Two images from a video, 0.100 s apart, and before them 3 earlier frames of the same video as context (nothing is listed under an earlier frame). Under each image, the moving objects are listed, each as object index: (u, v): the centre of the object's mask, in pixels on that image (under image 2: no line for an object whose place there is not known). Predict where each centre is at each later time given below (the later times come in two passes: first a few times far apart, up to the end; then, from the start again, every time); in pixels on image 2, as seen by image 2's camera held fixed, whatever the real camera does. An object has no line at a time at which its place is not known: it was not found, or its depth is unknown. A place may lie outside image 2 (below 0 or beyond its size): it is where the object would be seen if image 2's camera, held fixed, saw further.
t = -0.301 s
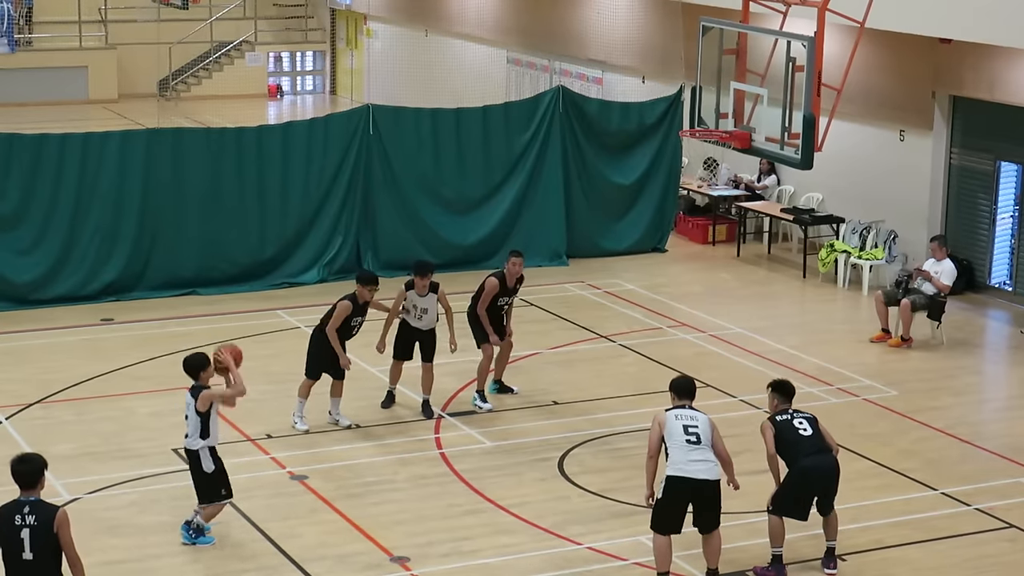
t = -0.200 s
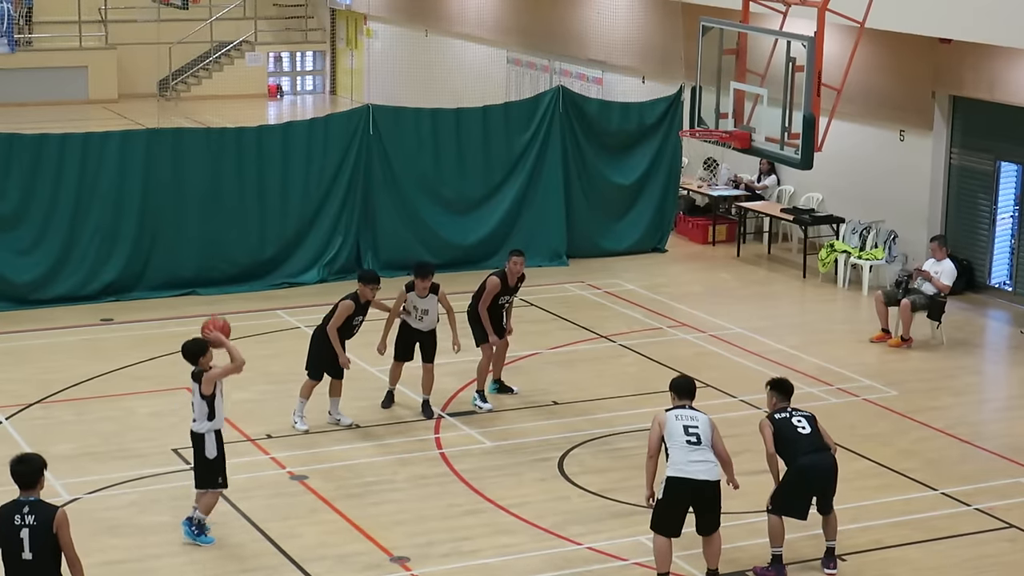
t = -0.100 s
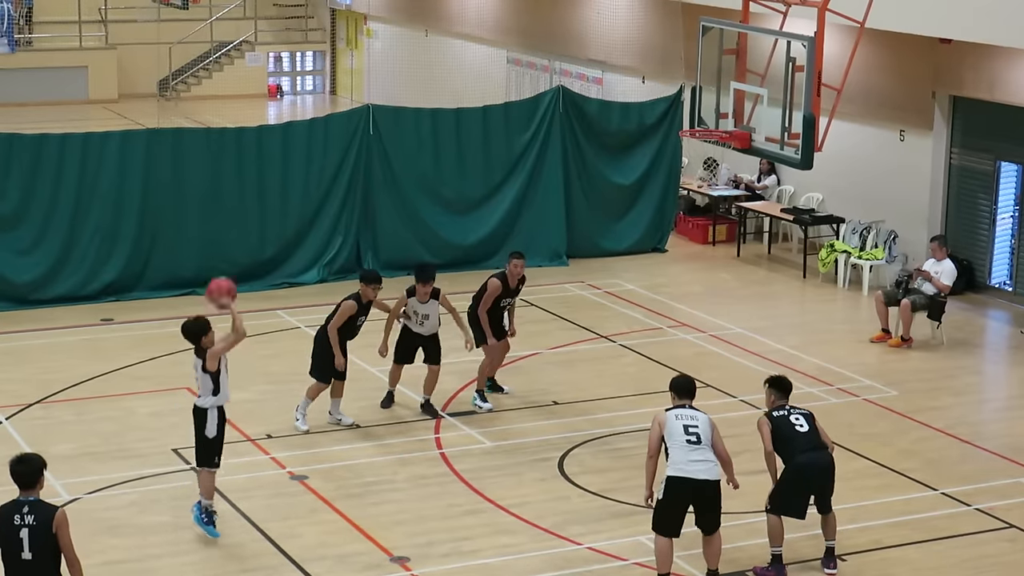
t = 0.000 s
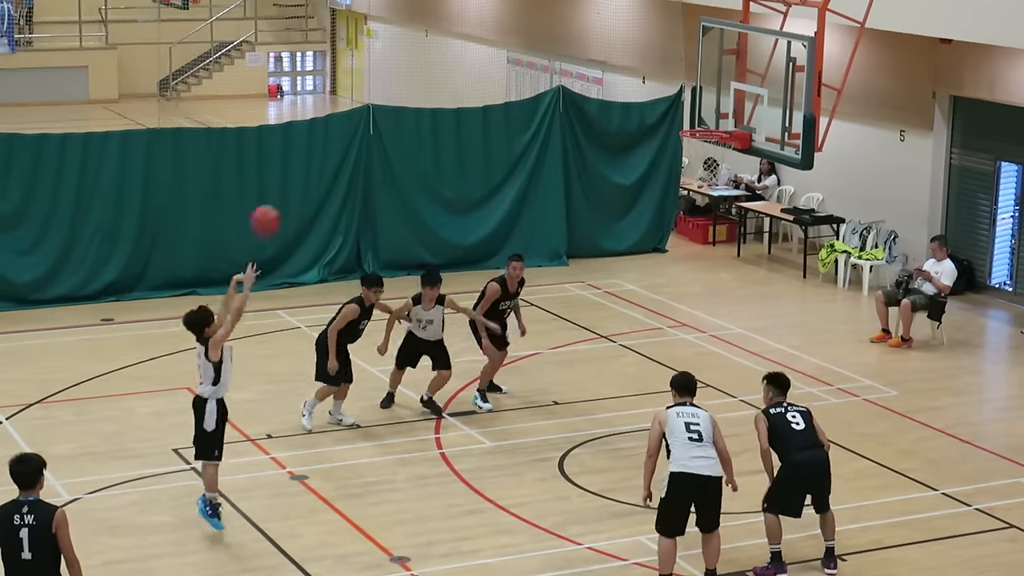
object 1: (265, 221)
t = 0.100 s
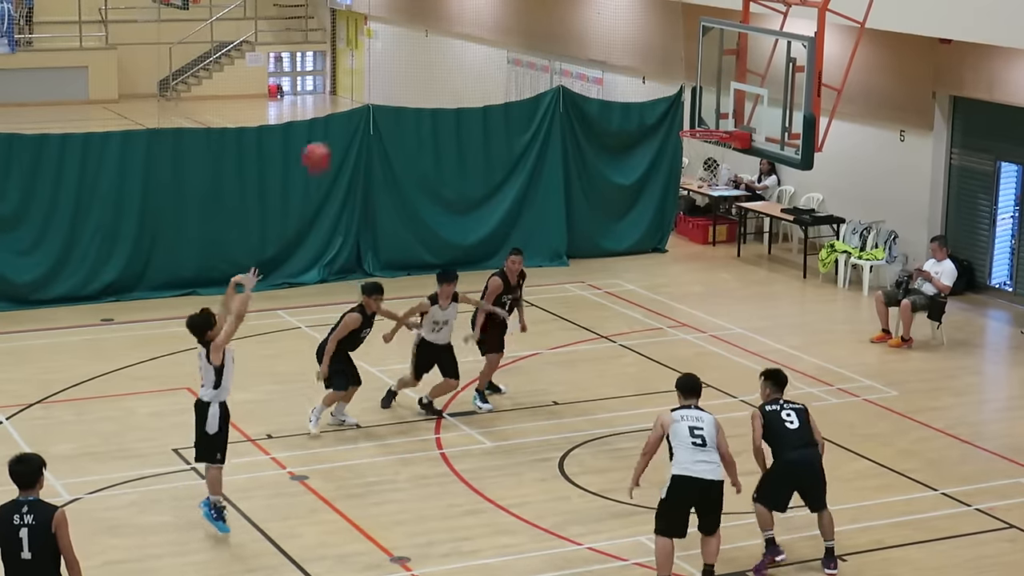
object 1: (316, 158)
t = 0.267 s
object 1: (401, 80)
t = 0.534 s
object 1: (528, 30)
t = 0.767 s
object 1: (633, 54)
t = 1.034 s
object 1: (720, 116)
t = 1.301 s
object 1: (687, 103)
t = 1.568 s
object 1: (622, 158)
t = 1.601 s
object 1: (614, 170)
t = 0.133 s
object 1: (334, 139)
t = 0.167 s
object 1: (350, 122)
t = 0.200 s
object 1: (368, 106)
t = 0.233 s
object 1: (384, 92)
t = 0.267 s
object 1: (401, 80)
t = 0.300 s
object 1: (417, 68)
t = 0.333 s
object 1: (433, 59)
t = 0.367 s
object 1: (449, 51)
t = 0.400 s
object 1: (465, 44)
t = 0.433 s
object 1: (481, 38)
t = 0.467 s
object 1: (497, 35)
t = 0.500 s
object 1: (513, 31)
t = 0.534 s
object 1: (528, 30)
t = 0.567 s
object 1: (543, 29)
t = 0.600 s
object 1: (559, 30)
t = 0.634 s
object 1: (574, 33)
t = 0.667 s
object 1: (589, 36)
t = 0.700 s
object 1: (604, 40)
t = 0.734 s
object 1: (618, 46)
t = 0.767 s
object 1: (633, 54)
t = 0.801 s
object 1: (647, 64)
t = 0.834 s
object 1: (661, 72)
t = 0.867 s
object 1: (675, 83)
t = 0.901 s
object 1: (688, 96)
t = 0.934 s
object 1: (702, 108)
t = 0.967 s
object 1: (715, 122)
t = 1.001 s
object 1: (719, 122)
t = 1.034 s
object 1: (720, 116)
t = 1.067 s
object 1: (721, 111)
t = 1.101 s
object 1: (722, 108)
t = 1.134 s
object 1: (722, 106)
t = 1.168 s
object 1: (719, 104)
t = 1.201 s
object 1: (711, 102)
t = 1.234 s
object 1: (703, 101)
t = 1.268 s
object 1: (694, 102)
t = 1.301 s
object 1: (687, 103)
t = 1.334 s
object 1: (678, 105)
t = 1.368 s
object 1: (670, 110)
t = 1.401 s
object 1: (662, 115)
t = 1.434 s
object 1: (654, 121)
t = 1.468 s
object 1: (647, 129)
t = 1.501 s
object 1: (639, 137)
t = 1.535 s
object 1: (630, 147)
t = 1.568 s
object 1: (622, 158)
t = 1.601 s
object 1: (614, 170)
